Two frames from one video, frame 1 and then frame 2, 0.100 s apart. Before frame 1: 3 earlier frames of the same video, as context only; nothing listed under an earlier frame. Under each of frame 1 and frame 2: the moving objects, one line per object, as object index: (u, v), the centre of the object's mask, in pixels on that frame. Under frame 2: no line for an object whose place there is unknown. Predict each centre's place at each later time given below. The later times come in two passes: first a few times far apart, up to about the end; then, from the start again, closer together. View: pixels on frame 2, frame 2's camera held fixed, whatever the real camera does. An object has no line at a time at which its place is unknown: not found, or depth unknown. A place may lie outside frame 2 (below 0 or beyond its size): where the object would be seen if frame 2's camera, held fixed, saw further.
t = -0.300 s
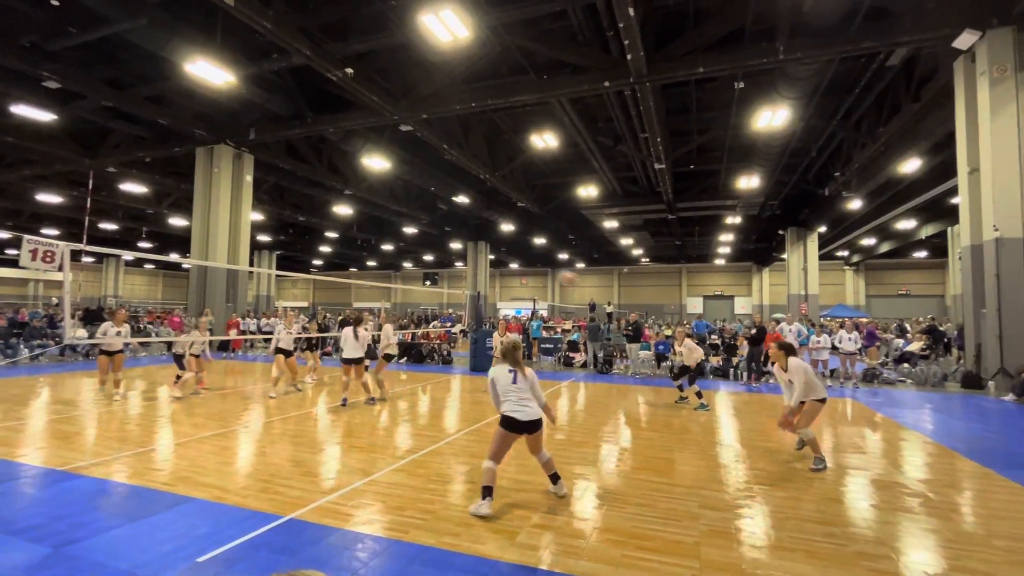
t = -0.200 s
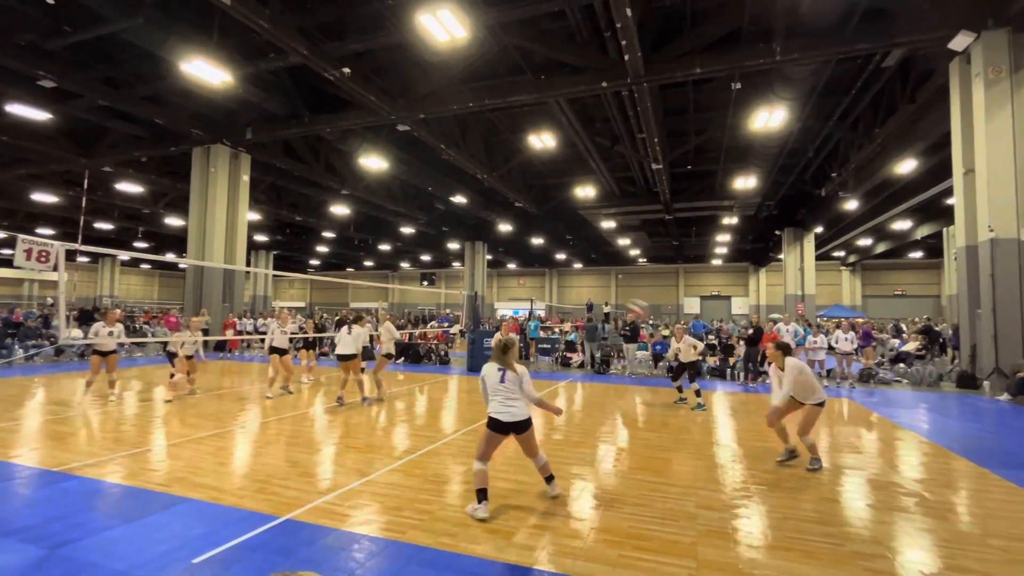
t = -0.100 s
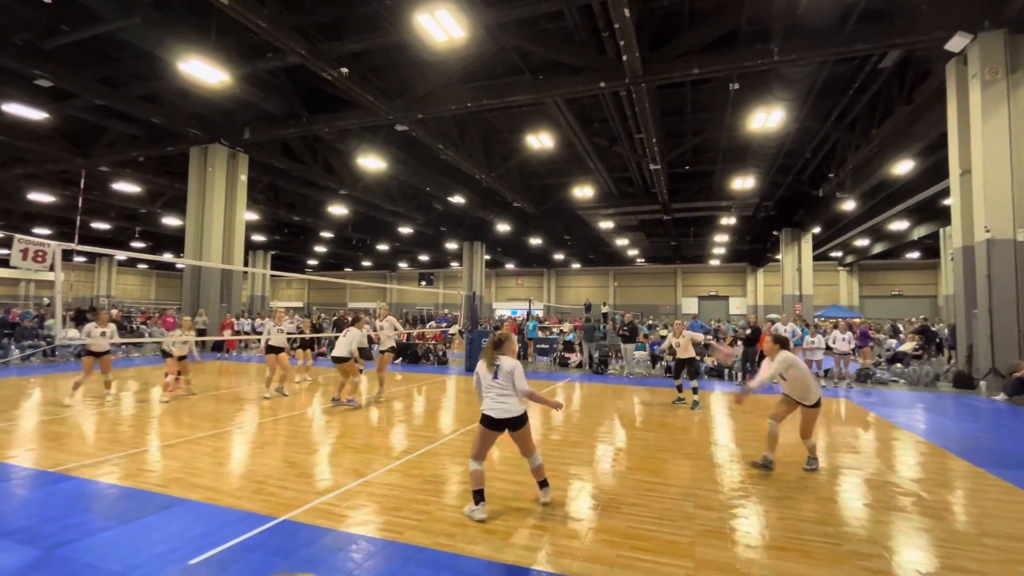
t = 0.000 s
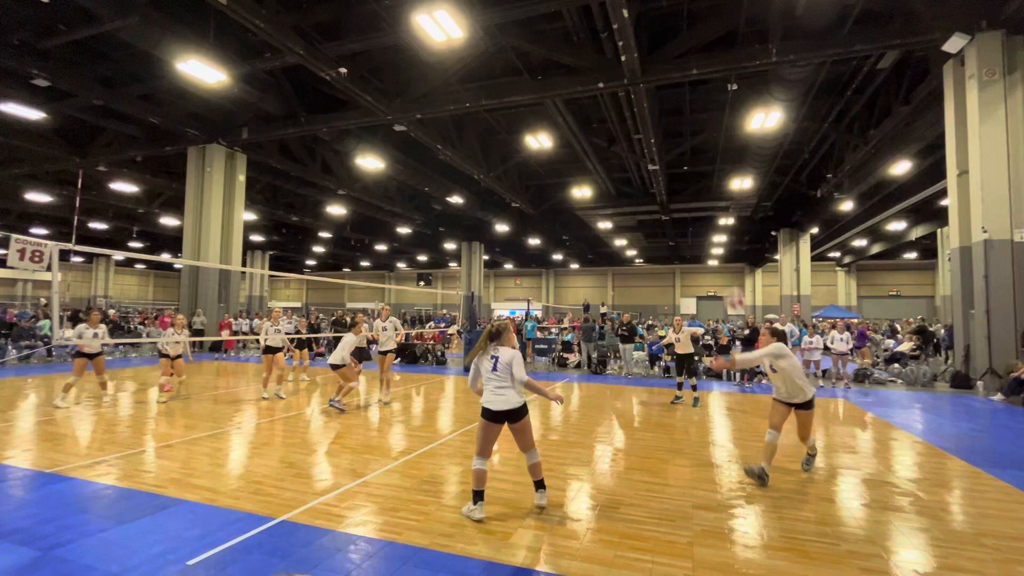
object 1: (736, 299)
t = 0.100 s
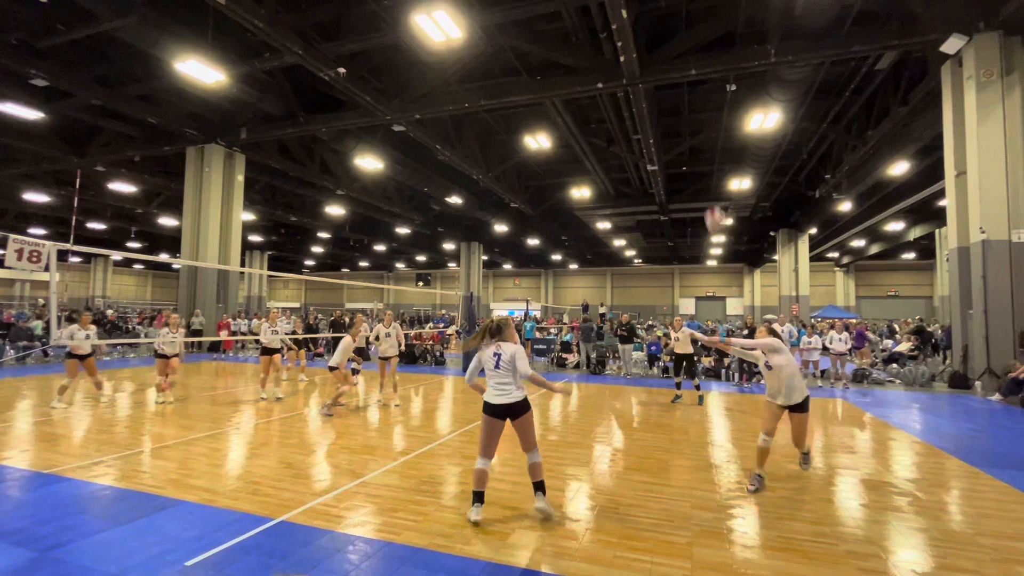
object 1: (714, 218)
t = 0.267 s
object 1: (690, 113)
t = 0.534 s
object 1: (655, 4)
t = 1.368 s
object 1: (559, 34)
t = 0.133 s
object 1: (711, 197)
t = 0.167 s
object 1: (705, 174)
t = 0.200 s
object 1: (700, 153)
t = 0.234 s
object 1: (695, 132)
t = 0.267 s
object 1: (690, 113)
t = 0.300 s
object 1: (685, 94)
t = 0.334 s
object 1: (681, 78)
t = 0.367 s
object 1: (676, 62)
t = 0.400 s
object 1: (672, 47)
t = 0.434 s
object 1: (667, 34)
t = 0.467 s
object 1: (663, 20)
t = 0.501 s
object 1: (659, 9)
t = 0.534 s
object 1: (655, 4)
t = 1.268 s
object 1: (570, 2)
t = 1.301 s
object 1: (566, 10)
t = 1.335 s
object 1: (562, 22)
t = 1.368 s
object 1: (559, 34)
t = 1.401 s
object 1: (555, 47)
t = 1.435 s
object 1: (551, 61)
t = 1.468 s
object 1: (547, 76)
